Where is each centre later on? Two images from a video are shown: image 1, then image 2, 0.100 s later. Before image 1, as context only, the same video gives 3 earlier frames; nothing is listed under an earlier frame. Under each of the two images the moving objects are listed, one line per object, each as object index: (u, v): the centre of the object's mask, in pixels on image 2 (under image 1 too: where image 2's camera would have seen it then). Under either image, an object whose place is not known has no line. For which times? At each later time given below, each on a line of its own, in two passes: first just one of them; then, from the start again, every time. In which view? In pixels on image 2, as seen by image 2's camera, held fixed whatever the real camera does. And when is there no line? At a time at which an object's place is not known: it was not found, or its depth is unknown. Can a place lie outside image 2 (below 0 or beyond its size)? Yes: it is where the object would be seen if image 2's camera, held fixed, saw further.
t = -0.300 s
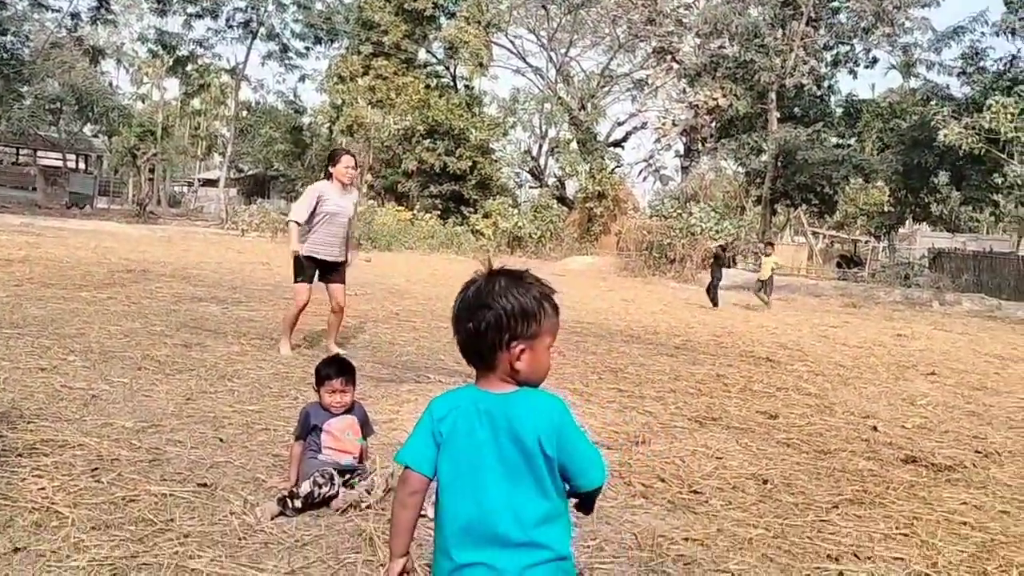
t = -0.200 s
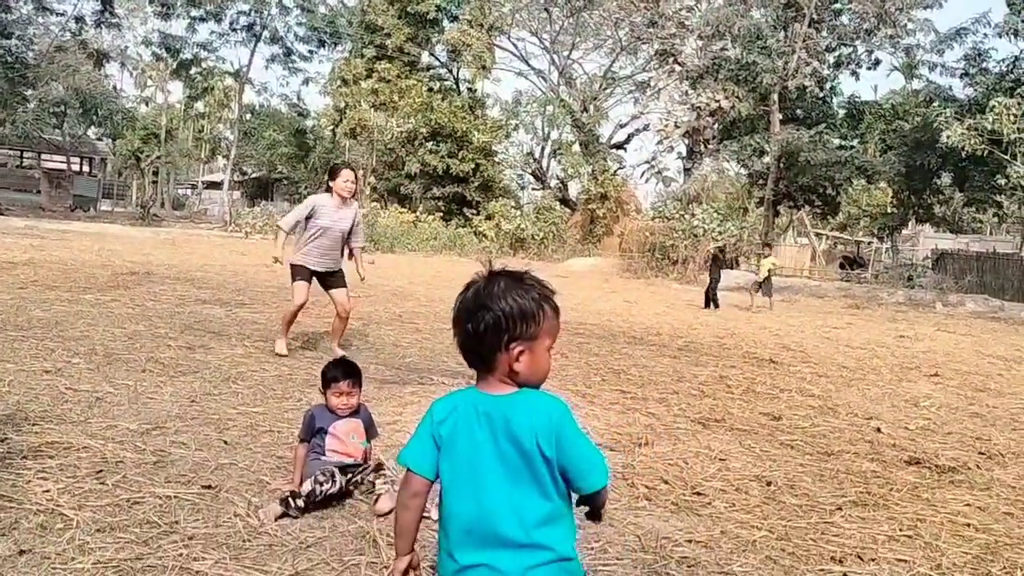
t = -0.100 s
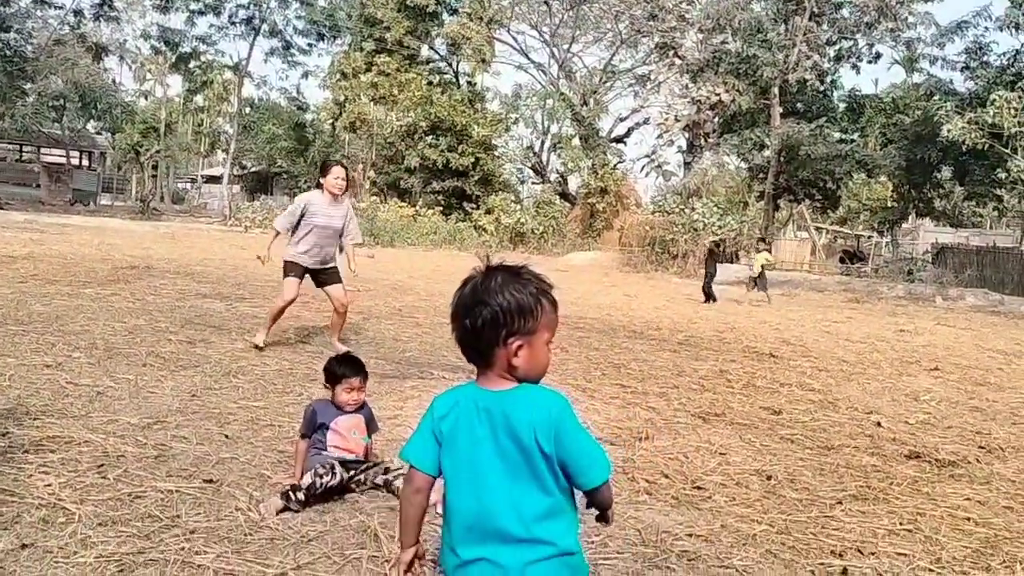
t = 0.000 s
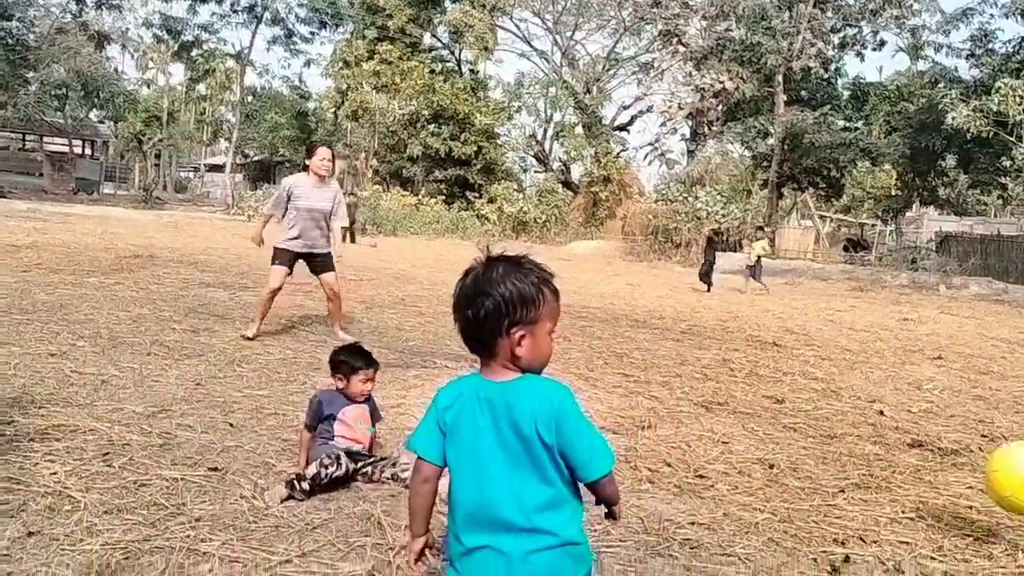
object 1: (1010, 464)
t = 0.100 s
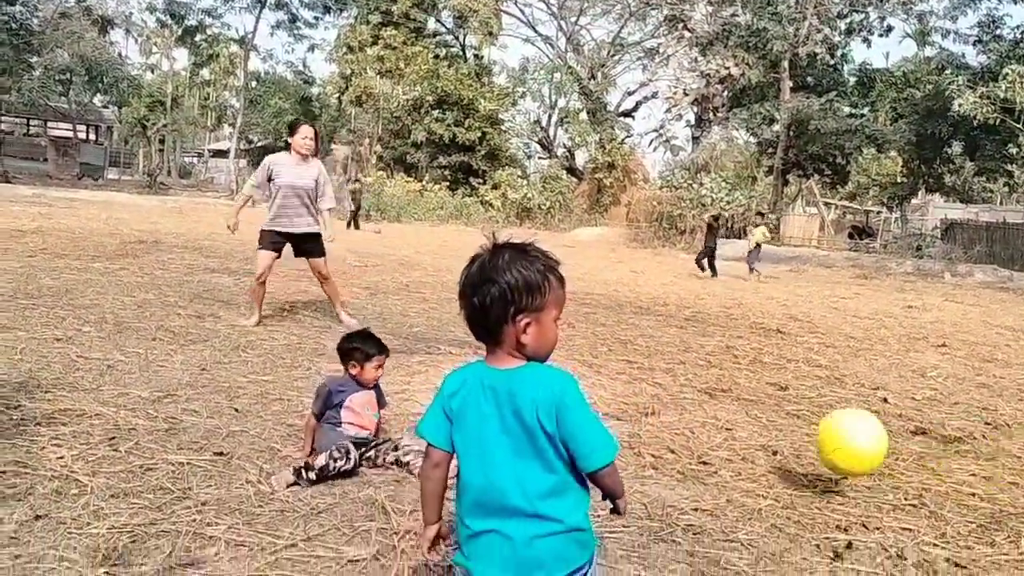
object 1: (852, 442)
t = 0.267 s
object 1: (627, 423)
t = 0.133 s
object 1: (797, 442)
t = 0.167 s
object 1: (747, 446)
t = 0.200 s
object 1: (699, 449)
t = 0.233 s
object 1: (661, 437)
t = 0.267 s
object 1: (627, 423)
